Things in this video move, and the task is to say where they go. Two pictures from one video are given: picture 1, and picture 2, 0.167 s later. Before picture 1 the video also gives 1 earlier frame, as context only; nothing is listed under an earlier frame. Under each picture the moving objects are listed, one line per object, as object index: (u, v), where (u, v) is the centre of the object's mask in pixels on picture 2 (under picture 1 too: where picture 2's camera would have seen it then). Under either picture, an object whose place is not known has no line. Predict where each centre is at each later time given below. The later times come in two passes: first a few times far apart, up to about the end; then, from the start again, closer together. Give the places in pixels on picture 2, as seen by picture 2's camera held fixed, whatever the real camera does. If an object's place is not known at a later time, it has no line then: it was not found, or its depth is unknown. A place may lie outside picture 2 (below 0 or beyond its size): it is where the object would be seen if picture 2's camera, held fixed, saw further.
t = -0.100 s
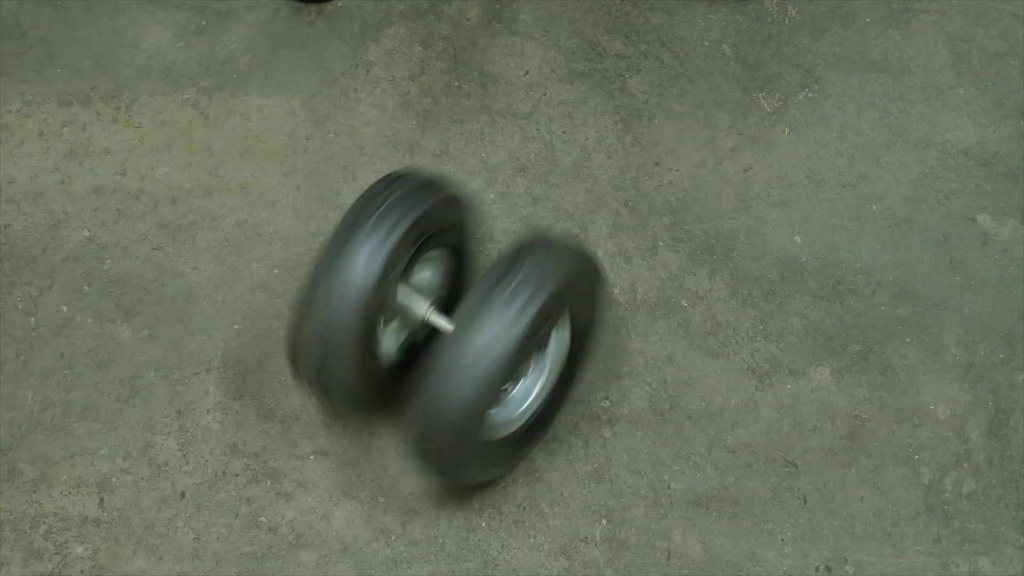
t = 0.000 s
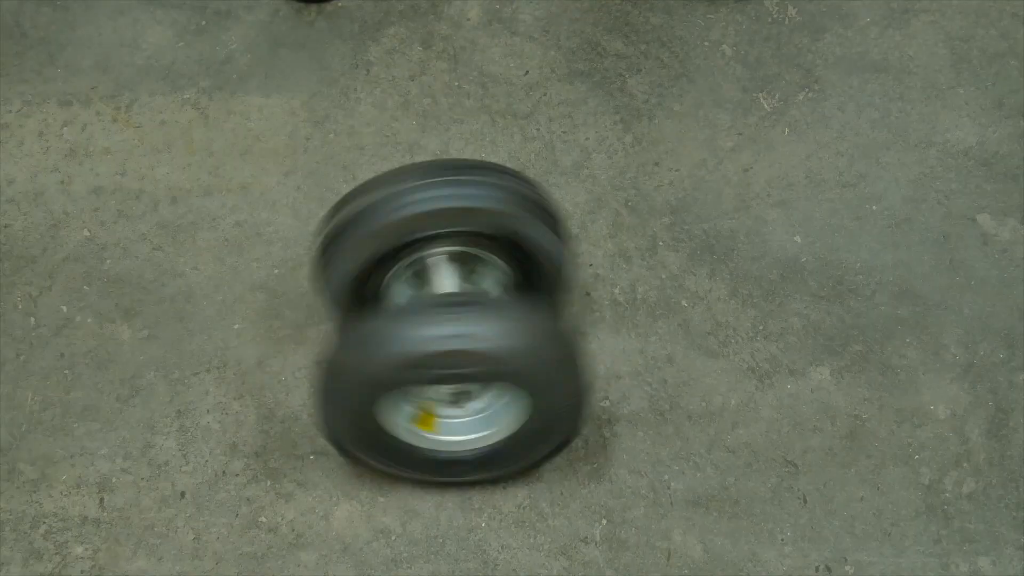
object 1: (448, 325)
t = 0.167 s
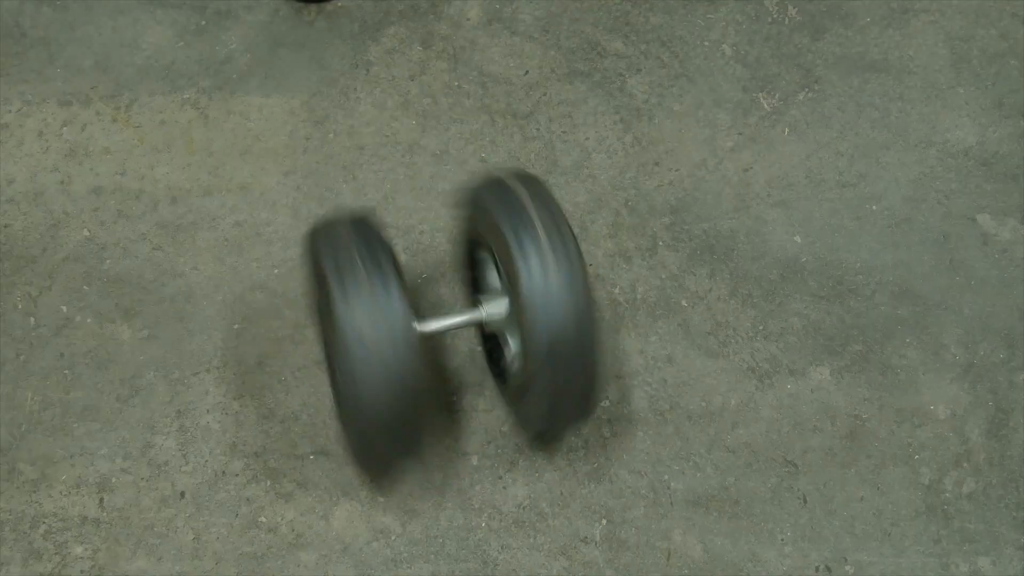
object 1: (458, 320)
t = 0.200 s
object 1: (450, 321)
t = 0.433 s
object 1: (453, 313)
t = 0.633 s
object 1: (473, 309)
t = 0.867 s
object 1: (458, 308)
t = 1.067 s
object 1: (472, 305)
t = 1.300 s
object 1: (494, 315)
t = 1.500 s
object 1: (470, 322)
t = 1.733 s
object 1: (476, 325)
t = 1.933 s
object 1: (478, 326)
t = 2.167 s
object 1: (488, 325)
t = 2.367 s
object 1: (496, 331)
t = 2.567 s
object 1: (471, 331)
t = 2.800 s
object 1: (480, 328)
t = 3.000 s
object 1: (488, 329)
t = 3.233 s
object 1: (502, 329)
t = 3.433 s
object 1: (521, 334)
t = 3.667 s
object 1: (541, 344)
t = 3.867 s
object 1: (551, 357)
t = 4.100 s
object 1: (555, 371)
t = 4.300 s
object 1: (547, 380)
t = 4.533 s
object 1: (542, 383)
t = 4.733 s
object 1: (543, 381)
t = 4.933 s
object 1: (546, 377)
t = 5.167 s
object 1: (548, 370)
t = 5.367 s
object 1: (550, 363)
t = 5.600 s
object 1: (549, 356)
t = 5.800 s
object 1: (546, 351)
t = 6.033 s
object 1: (542, 345)
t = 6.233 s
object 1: (538, 339)
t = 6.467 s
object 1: (533, 333)
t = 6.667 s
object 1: (528, 329)
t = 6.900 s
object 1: (524, 324)
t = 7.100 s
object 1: (520, 321)
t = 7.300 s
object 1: (518, 319)
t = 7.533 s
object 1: (515, 317)
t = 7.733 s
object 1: (514, 316)
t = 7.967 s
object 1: (513, 315)
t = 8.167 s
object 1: (513, 315)
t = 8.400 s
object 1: (513, 315)
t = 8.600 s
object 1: (513, 315)
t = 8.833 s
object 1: (513, 315)
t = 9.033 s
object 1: (513, 315)
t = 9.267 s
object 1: (513, 315)
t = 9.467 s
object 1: (513, 315)
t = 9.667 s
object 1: (513, 315)
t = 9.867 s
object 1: (513, 315)
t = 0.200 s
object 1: (450, 321)
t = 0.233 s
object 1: (441, 319)
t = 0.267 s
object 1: (442, 318)
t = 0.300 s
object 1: (443, 317)
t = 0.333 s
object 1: (447, 315)
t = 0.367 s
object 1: (449, 315)
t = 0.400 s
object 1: (451, 315)
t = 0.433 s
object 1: (453, 313)
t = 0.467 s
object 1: (455, 311)
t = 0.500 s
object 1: (459, 308)
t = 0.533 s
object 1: (463, 307)
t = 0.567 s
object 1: (468, 307)
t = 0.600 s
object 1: (471, 307)
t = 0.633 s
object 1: (473, 309)
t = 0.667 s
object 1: (469, 312)
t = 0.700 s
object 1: (457, 314)
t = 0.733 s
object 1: (448, 313)
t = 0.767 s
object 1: (449, 310)
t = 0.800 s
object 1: (452, 309)
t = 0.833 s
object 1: (454, 308)
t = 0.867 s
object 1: (458, 308)
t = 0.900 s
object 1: (460, 308)
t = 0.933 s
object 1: (462, 307)
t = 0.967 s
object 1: (464, 307)
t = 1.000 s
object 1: (467, 306)
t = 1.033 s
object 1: (469, 306)
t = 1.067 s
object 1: (472, 305)
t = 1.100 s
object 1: (475, 305)
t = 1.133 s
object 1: (479, 305)
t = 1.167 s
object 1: (483, 306)
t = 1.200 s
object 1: (486, 308)
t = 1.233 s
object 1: (489, 310)
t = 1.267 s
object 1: (492, 312)
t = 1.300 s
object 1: (494, 315)
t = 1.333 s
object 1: (488, 319)
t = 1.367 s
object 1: (481, 321)
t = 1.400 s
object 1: (473, 321)
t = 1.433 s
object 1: (468, 321)
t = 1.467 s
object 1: (469, 321)
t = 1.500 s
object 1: (470, 322)
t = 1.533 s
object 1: (472, 321)
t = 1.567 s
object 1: (472, 322)
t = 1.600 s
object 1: (473, 322)
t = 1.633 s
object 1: (474, 323)
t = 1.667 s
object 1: (475, 324)
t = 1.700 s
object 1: (475, 324)
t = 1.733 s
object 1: (476, 325)
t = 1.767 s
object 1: (476, 325)
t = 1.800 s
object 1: (476, 326)
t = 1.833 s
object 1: (476, 326)
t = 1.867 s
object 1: (477, 326)
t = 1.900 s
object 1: (477, 326)
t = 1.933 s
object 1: (478, 326)
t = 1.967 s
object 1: (479, 325)
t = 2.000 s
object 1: (481, 325)
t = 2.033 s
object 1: (482, 324)
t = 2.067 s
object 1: (483, 324)
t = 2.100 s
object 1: (485, 324)
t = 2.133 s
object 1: (487, 325)
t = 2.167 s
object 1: (488, 325)
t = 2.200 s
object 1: (490, 326)
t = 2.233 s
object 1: (492, 327)
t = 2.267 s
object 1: (493, 328)
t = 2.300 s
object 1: (495, 329)
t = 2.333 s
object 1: (497, 330)
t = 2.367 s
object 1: (496, 331)
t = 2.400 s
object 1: (493, 333)
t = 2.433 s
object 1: (487, 334)
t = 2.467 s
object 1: (481, 334)
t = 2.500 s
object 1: (476, 333)
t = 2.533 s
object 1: (472, 332)
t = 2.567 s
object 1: (471, 331)
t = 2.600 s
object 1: (472, 331)
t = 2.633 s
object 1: (474, 330)
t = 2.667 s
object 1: (474, 330)
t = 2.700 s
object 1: (476, 329)
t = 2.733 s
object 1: (478, 328)
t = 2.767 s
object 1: (479, 329)
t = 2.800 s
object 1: (480, 328)
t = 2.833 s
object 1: (481, 328)
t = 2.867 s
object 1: (483, 328)
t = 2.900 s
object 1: (484, 328)
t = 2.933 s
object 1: (486, 329)
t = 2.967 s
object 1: (487, 329)
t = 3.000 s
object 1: (488, 329)
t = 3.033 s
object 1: (490, 329)
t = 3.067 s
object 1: (491, 329)
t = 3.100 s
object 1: (493, 329)
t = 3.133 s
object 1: (495, 328)
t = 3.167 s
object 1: (497, 329)
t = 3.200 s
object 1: (500, 329)
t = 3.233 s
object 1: (502, 329)
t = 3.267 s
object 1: (505, 330)
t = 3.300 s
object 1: (508, 330)
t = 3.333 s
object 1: (511, 331)
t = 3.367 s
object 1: (515, 332)
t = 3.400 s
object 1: (517, 333)
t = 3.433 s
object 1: (521, 334)
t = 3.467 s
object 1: (524, 334)
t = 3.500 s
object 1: (528, 335)
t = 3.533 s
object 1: (531, 337)
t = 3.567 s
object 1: (534, 339)
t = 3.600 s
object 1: (536, 340)
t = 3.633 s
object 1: (539, 342)
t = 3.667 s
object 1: (541, 344)
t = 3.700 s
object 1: (543, 346)
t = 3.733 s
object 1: (545, 349)
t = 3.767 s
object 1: (547, 351)
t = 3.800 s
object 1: (549, 353)
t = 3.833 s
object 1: (550, 355)
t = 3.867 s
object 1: (551, 357)
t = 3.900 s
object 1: (553, 359)
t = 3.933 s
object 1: (554, 361)
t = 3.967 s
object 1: (555, 363)
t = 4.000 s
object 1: (556, 365)
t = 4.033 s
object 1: (557, 367)
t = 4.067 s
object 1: (556, 369)
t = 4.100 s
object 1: (555, 371)
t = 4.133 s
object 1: (554, 374)
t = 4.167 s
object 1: (553, 375)
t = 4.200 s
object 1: (551, 377)
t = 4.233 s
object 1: (550, 378)
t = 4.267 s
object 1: (548, 379)
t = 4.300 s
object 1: (547, 380)
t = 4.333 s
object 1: (546, 380)
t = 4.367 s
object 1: (544, 381)
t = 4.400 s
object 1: (543, 382)
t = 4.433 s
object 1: (542, 382)
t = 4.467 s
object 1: (542, 382)
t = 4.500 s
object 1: (542, 383)
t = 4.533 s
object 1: (542, 383)
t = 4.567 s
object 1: (542, 383)
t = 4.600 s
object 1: (542, 383)
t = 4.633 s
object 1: (543, 382)
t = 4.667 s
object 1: (543, 382)
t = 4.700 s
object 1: (543, 381)
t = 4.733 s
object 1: (543, 381)
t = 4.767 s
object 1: (544, 380)
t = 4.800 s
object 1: (544, 380)
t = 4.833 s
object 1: (545, 379)
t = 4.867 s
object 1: (546, 378)
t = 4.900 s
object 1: (546, 378)
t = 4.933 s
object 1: (546, 377)
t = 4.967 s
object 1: (547, 376)
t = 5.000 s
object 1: (547, 375)
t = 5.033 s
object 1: (548, 374)
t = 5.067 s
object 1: (548, 373)
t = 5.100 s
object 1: (548, 372)
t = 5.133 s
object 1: (549, 371)
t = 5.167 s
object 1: (548, 370)
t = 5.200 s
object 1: (548, 369)
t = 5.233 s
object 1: (549, 368)
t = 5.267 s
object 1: (549, 366)
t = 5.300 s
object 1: (549, 365)
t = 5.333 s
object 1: (549, 364)
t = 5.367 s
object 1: (550, 363)
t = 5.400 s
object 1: (550, 362)
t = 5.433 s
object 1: (550, 361)
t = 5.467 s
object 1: (550, 360)
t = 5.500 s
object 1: (550, 359)
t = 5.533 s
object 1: (549, 358)
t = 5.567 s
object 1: (549, 357)
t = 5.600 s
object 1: (549, 356)
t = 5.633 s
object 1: (548, 355)
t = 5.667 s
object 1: (548, 355)
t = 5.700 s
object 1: (547, 354)
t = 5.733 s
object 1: (547, 353)
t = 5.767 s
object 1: (546, 352)
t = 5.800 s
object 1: (546, 351)
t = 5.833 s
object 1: (545, 350)
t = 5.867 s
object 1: (545, 349)
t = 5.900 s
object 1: (544, 349)
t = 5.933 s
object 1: (543, 348)
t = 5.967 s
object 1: (543, 347)
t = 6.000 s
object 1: (542, 346)
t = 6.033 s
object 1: (542, 345)
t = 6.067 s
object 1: (541, 344)
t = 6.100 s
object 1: (540, 343)
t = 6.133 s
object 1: (540, 342)
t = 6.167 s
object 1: (539, 341)
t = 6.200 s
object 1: (538, 340)
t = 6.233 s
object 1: (538, 339)
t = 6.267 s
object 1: (538, 338)
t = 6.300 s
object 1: (537, 337)
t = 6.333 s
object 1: (536, 337)
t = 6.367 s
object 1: (535, 336)
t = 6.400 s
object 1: (535, 335)
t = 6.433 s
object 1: (534, 334)
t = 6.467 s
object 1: (533, 333)
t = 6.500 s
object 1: (533, 333)
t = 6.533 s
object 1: (532, 332)
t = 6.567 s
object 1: (531, 331)
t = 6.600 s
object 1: (530, 330)
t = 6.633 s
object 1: (529, 329)
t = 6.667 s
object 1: (528, 329)
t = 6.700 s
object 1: (527, 328)
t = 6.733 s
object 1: (527, 327)
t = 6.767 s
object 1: (526, 326)
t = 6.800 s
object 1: (525, 326)
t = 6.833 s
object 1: (525, 325)
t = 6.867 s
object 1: (524, 324)
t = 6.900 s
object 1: (524, 324)
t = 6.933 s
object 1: (523, 324)
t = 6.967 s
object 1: (522, 323)
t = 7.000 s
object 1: (522, 322)
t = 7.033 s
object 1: (521, 322)
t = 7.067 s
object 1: (521, 322)
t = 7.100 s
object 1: (520, 321)
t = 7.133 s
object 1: (520, 321)
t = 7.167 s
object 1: (519, 320)
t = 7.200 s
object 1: (519, 320)
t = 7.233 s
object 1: (518, 320)
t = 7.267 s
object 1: (518, 319)
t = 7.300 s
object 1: (518, 319)
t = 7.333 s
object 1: (517, 319)
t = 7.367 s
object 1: (517, 318)
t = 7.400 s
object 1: (516, 318)
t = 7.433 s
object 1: (516, 318)
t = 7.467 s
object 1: (516, 317)
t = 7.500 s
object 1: (516, 317)
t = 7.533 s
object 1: (515, 317)
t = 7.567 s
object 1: (515, 317)
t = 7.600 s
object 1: (515, 317)
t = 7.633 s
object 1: (515, 316)
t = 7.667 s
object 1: (514, 316)
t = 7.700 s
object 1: (514, 316)
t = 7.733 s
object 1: (514, 316)
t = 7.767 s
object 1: (514, 316)
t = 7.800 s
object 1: (514, 316)
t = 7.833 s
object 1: (514, 316)
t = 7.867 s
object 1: (513, 316)
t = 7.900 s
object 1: (513, 315)
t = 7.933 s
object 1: (513, 315)
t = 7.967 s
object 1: (513, 315)
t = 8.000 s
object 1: (513, 315)
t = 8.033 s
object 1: (513, 315)
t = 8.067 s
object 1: (513, 315)
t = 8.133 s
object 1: (513, 315)
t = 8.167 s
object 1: (513, 315)
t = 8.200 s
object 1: (513, 315)
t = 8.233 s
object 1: (513, 315)
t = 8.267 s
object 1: (513, 315)
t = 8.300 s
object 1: (513, 315)
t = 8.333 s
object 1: (513, 315)
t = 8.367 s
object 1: (513, 315)
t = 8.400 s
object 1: (513, 315)
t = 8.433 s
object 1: (513, 315)
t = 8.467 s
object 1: (513, 315)
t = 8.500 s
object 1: (513, 315)
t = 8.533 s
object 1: (513, 315)
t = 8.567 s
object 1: (513, 315)
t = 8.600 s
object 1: (513, 315)
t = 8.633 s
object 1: (513, 315)
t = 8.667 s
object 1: (513, 315)
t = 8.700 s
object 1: (513, 315)
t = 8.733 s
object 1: (513, 315)
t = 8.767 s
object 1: (513, 315)
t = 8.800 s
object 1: (513, 315)
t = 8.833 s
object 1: (513, 315)
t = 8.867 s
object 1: (513, 315)
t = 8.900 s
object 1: (513, 315)
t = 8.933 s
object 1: (513, 315)
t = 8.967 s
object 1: (513, 315)
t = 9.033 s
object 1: (513, 315)
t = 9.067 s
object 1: (513, 315)
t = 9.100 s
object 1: (513, 315)
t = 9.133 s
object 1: (513, 315)
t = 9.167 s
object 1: (513, 315)
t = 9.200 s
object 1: (513, 315)
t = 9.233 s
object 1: (513, 315)
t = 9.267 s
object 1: (513, 315)
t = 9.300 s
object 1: (513, 315)
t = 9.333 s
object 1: (513, 315)
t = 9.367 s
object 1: (513, 315)
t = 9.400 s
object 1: (513, 315)
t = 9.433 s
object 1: (513, 315)
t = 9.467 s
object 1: (513, 315)
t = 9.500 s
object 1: (513, 315)
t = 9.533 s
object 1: (513, 315)
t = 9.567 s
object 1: (513, 315)
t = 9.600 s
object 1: (513, 315)
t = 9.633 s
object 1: (513, 315)
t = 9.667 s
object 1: (513, 315)
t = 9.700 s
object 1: (513, 315)
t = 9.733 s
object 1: (513, 315)
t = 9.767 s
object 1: (513, 315)
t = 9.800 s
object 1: (513, 315)
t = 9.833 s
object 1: (513, 315)
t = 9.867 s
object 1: (513, 315)
